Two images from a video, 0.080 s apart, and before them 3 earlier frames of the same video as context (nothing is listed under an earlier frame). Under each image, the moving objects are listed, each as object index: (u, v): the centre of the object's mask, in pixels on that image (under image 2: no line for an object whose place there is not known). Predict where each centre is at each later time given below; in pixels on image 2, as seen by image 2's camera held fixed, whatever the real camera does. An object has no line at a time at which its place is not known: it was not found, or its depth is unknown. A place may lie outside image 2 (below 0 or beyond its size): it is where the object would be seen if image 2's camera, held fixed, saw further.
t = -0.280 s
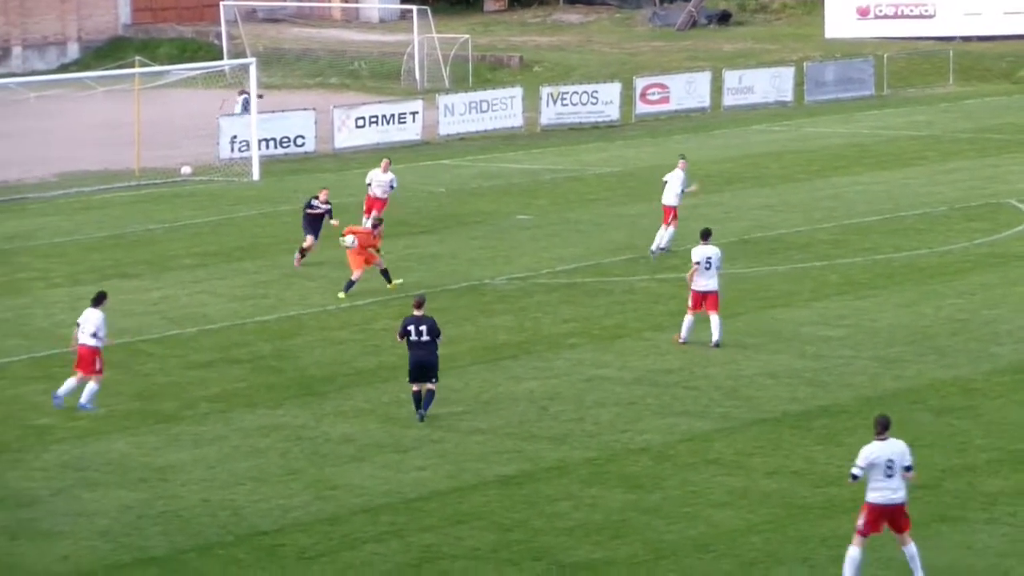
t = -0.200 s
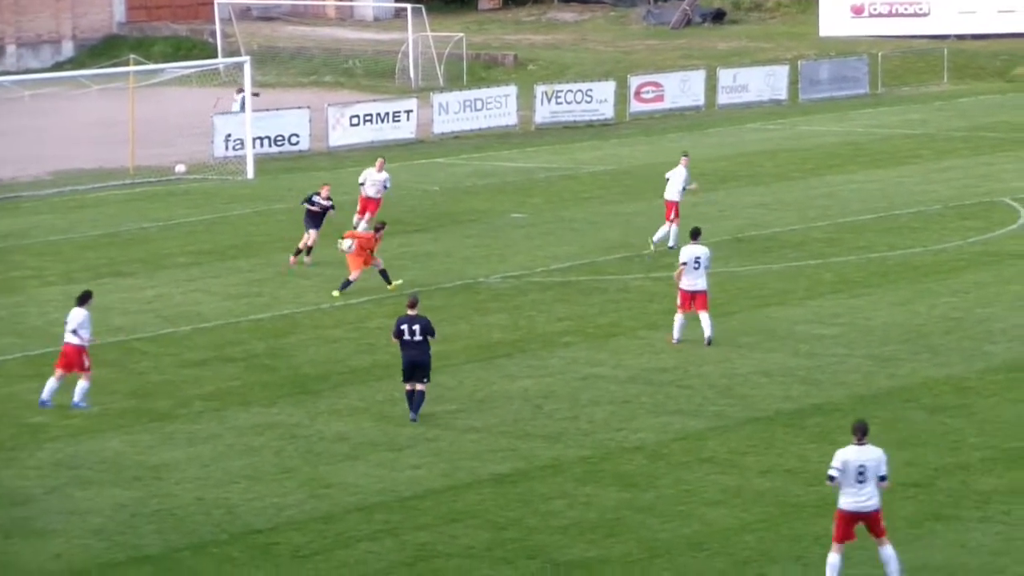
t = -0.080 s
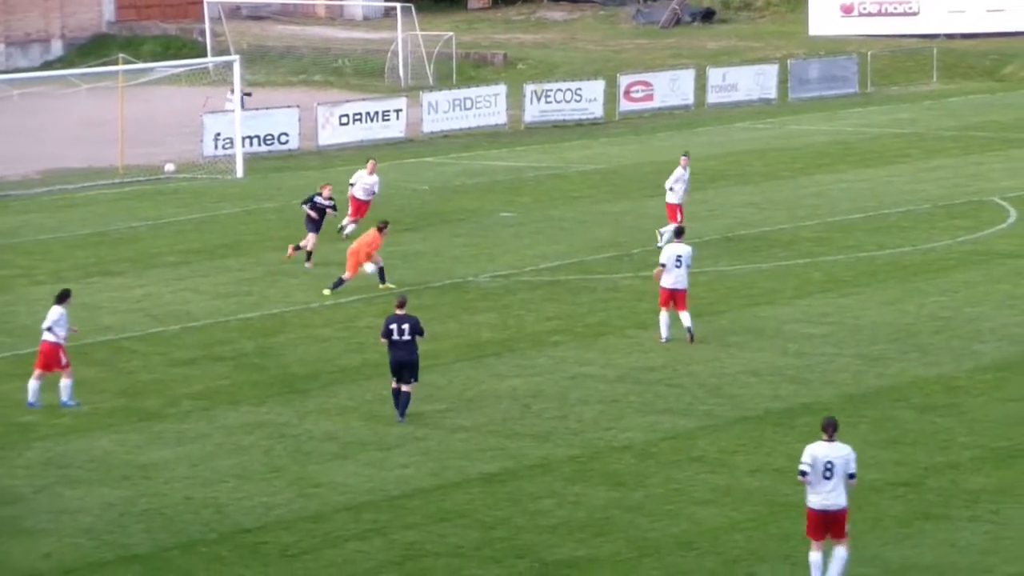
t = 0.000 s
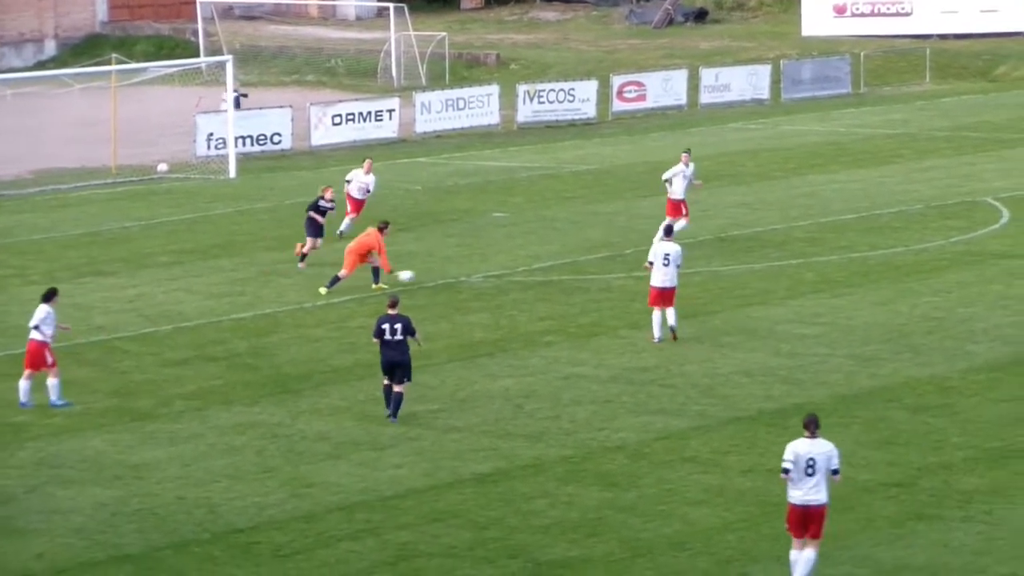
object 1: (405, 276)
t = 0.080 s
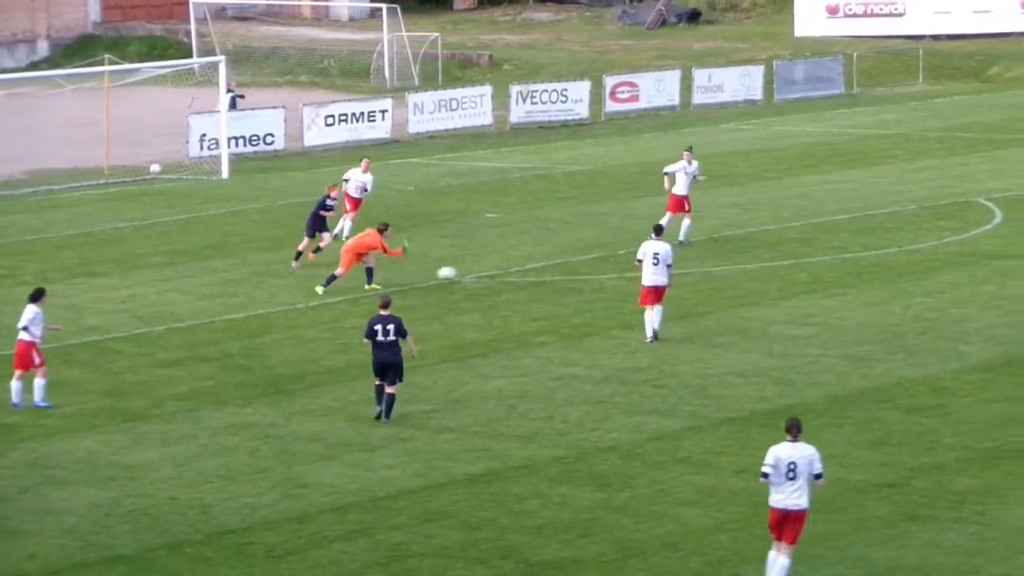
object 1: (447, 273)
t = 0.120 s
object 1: (470, 272)
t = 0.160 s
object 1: (493, 272)
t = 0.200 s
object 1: (512, 269)
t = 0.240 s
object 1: (528, 265)
